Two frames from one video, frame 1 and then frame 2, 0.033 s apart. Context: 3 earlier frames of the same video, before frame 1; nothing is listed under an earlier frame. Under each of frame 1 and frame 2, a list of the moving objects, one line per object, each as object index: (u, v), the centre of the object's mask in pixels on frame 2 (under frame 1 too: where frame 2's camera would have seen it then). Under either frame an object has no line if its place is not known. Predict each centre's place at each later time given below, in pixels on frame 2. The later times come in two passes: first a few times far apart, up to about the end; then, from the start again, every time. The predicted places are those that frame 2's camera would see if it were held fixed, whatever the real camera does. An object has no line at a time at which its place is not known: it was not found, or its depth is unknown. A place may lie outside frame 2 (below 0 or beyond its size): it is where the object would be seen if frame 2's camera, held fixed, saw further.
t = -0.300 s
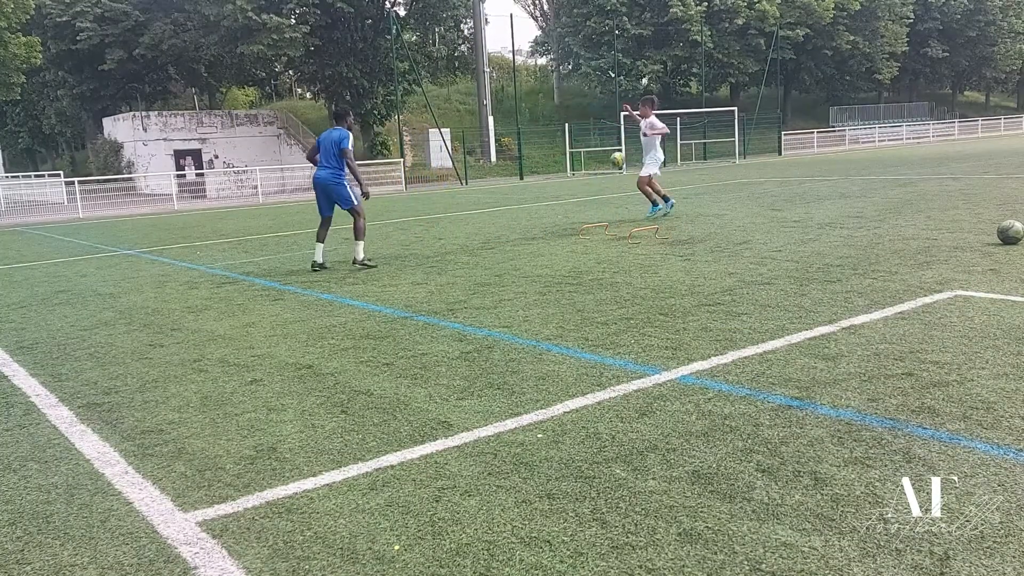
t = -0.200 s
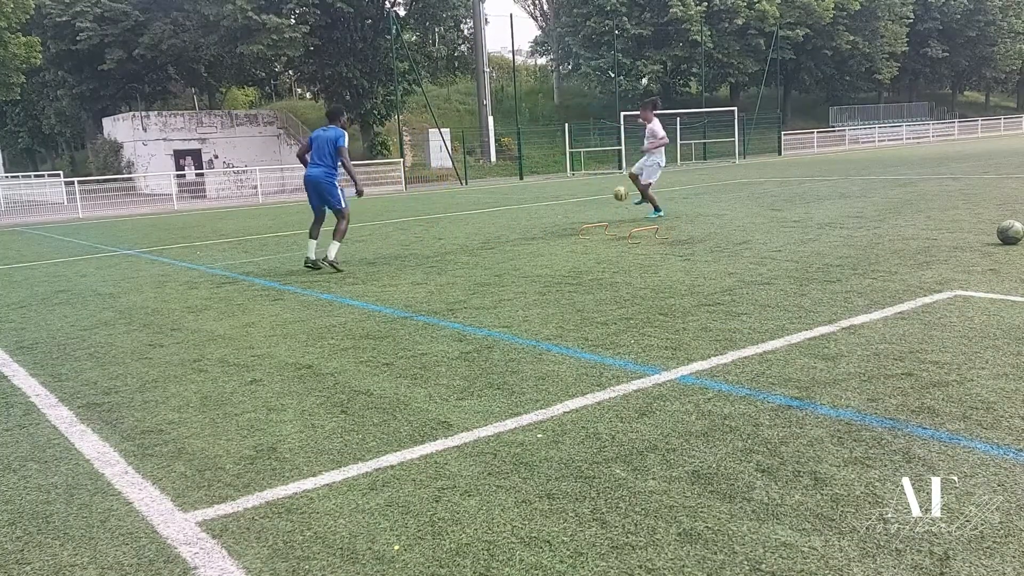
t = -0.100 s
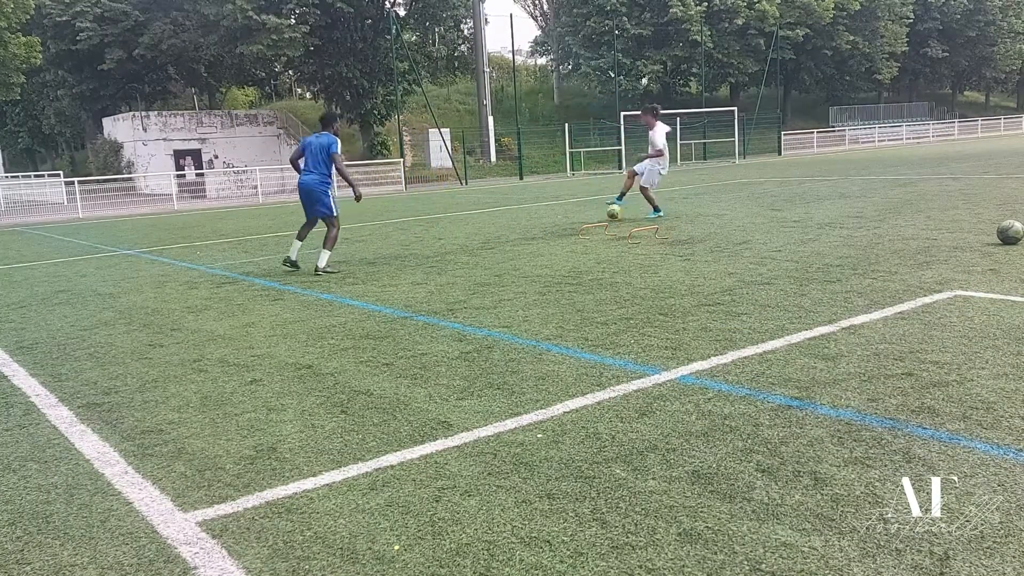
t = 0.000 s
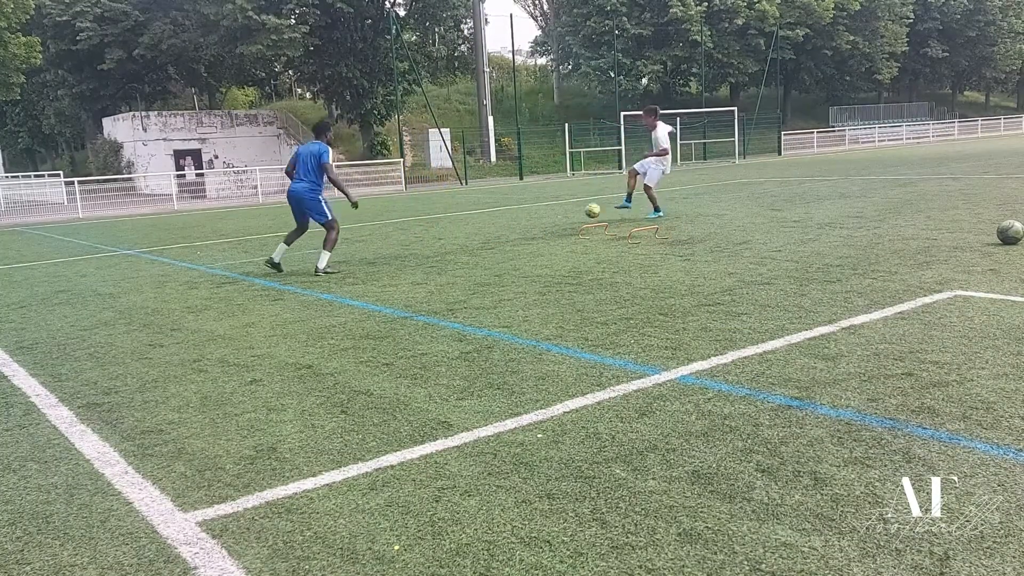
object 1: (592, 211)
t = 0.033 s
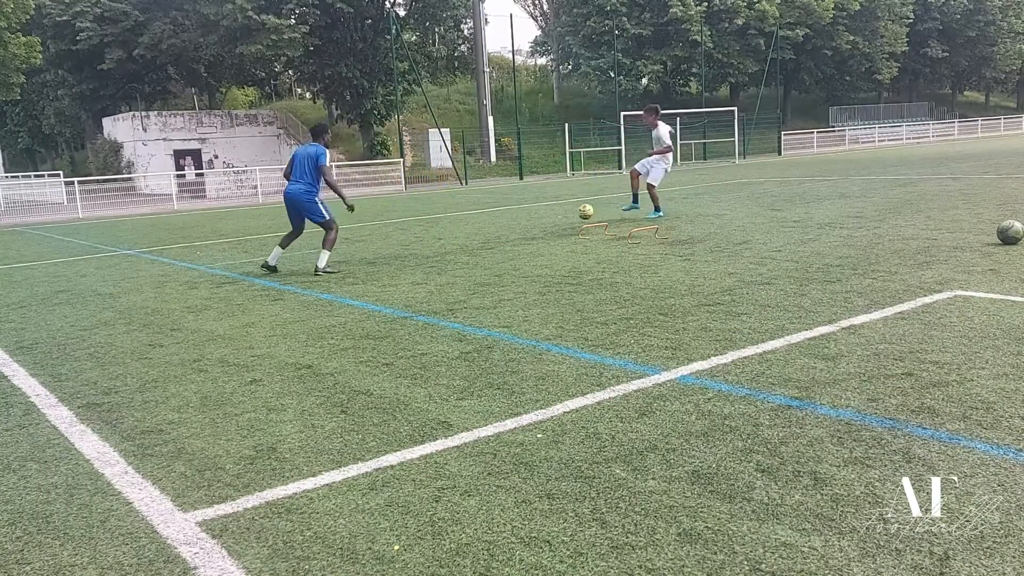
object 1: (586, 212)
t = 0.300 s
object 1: (529, 224)
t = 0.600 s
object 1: (469, 240)
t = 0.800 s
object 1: (426, 249)
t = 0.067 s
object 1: (578, 213)
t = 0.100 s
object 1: (571, 216)
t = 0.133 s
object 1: (563, 220)
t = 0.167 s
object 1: (556, 224)
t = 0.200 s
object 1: (549, 225)
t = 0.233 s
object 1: (542, 224)
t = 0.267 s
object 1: (536, 223)
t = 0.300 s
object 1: (529, 224)
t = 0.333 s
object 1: (523, 226)
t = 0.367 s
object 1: (516, 228)
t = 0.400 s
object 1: (509, 232)
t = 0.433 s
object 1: (503, 234)
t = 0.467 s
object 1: (496, 234)
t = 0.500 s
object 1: (489, 234)
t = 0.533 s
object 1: (482, 235)
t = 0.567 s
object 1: (476, 237)
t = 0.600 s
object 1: (469, 240)
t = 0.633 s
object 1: (462, 241)
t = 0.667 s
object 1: (455, 241)
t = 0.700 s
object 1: (448, 242)
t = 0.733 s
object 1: (441, 243)
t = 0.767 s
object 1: (434, 247)
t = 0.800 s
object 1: (426, 249)
